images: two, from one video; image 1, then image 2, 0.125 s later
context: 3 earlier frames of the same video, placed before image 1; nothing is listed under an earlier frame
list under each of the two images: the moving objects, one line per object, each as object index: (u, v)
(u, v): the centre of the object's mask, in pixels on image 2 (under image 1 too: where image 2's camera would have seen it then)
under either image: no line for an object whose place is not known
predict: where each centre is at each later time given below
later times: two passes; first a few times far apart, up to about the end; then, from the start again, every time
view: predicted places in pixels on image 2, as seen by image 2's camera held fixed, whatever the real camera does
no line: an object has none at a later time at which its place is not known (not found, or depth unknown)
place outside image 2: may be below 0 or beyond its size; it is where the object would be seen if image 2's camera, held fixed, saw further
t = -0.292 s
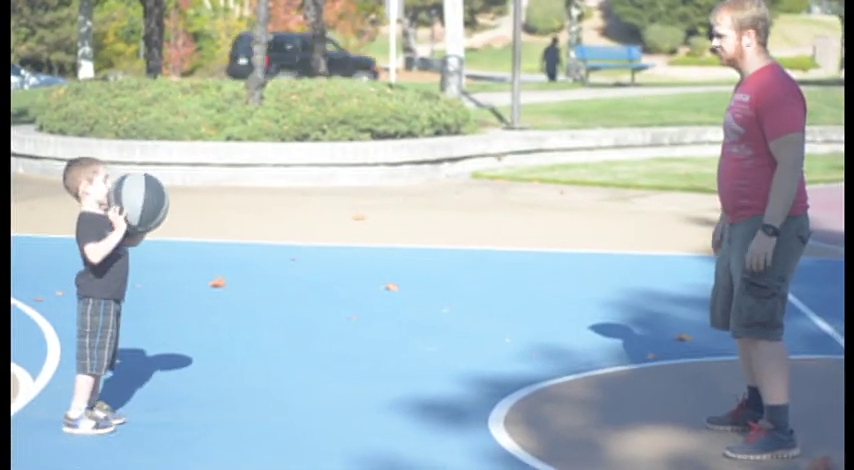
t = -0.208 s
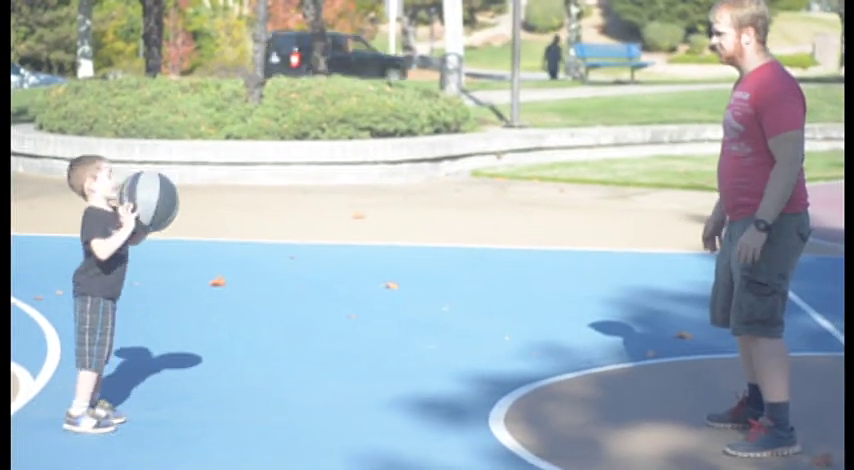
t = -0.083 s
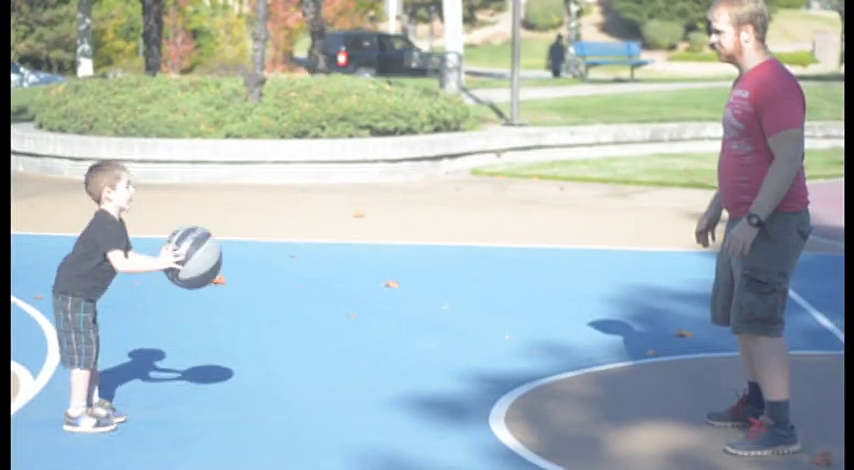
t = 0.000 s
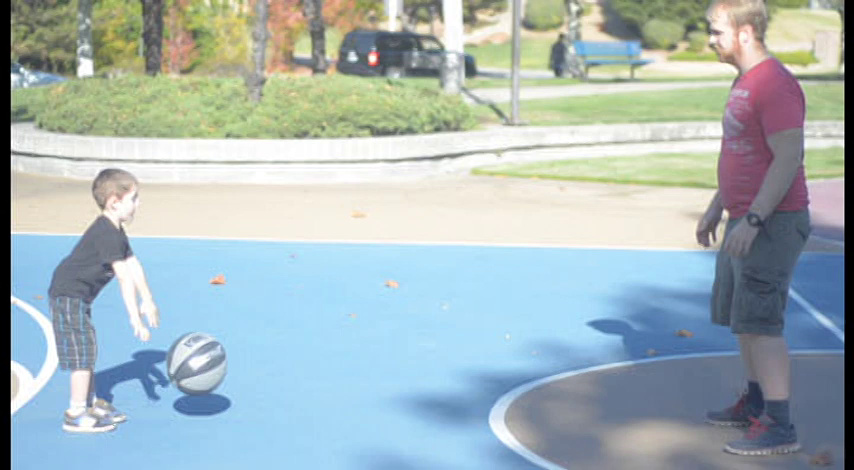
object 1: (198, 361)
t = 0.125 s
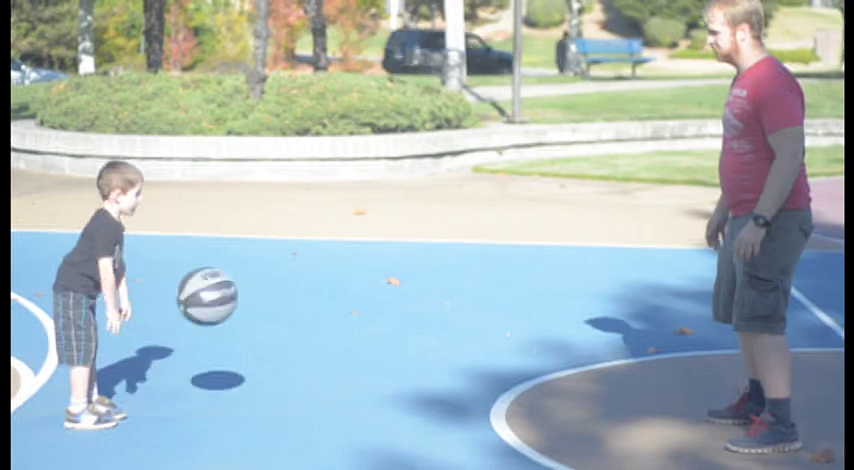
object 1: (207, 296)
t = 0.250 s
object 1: (218, 196)
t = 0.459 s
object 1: (236, 110)
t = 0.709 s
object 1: (257, 152)
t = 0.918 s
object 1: (272, 313)
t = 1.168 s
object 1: (290, 263)
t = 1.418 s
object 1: (308, 187)
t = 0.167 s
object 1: (210, 259)
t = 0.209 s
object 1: (214, 225)
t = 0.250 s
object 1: (218, 196)
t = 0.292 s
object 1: (221, 170)
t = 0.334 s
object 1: (225, 149)
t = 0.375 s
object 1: (229, 131)
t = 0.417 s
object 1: (233, 118)
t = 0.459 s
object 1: (236, 110)
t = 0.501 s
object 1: (240, 106)
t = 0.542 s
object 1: (243, 106)
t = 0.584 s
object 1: (246, 111)
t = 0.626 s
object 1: (250, 120)
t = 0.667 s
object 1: (254, 133)
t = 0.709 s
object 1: (257, 152)
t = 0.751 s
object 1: (260, 175)
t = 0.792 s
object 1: (263, 203)
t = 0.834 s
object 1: (267, 234)
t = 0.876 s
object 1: (269, 272)
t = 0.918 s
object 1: (272, 313)
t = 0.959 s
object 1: (276, 358)
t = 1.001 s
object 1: (277, 397)
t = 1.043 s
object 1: (281, 356)
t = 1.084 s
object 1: (285, 321)
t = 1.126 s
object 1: (287, 291)
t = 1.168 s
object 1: (290, 263)
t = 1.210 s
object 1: (293, 240)
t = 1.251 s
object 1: (297, 221)
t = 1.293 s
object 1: (300, 206)
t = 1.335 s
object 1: (303, 196)
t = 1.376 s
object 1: (306, 189)
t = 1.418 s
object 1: (308, 187)
